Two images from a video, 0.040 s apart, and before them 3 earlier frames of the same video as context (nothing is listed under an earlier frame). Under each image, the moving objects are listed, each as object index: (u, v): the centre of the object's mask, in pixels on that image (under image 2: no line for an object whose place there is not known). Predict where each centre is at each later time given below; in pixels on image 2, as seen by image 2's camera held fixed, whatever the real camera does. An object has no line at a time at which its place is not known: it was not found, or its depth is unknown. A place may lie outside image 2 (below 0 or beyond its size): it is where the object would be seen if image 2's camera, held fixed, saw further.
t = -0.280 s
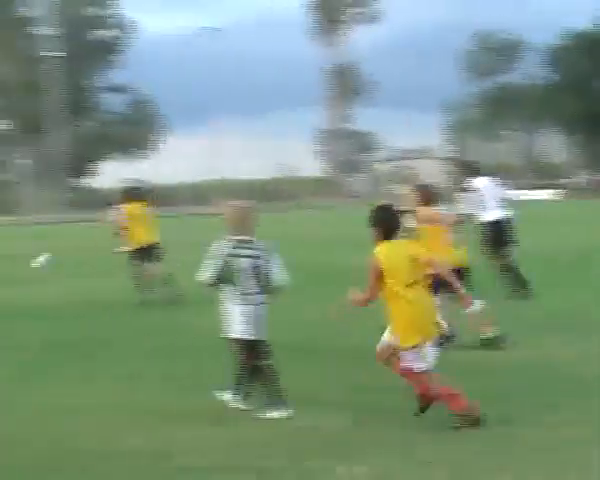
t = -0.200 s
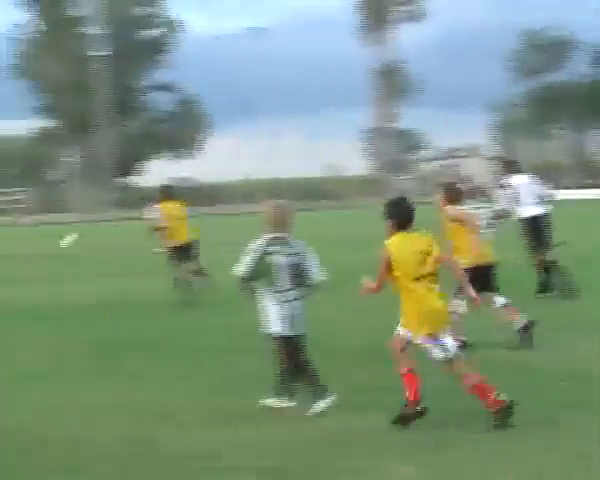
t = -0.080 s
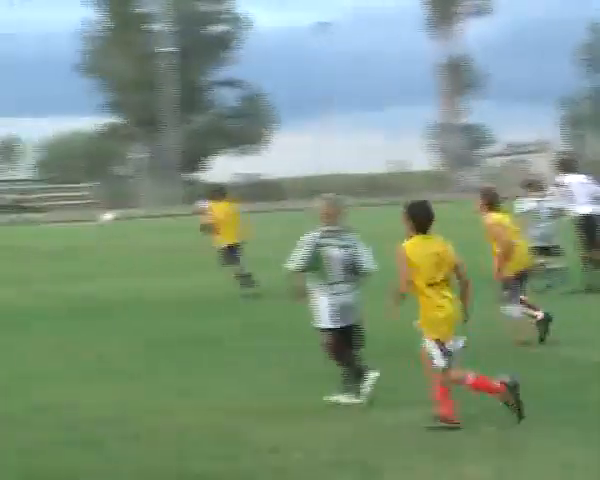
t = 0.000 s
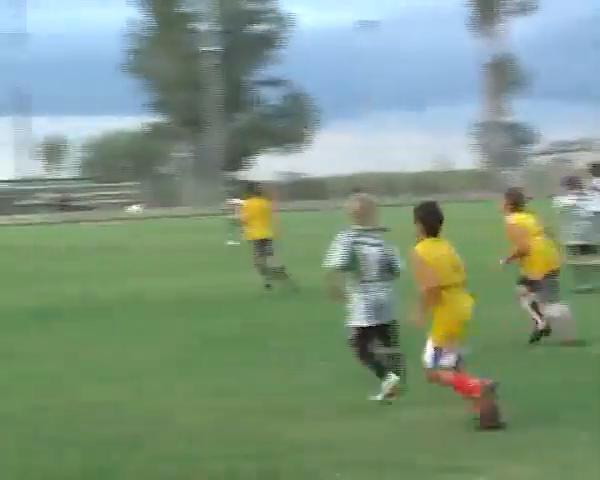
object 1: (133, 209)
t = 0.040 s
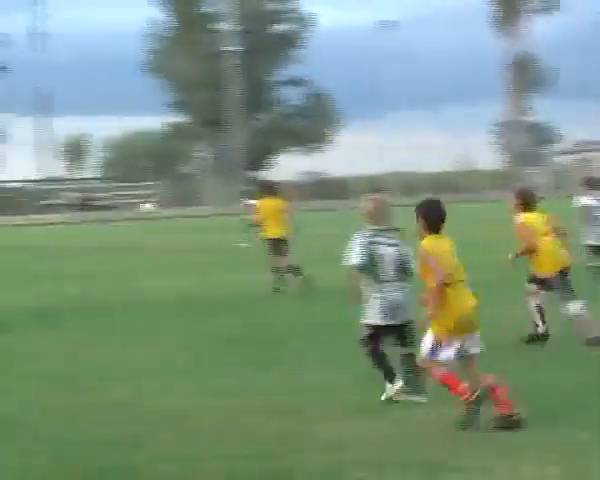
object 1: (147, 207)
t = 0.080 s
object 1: (139, 206)
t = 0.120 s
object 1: (132, 205)
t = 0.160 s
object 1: (124, 206)
